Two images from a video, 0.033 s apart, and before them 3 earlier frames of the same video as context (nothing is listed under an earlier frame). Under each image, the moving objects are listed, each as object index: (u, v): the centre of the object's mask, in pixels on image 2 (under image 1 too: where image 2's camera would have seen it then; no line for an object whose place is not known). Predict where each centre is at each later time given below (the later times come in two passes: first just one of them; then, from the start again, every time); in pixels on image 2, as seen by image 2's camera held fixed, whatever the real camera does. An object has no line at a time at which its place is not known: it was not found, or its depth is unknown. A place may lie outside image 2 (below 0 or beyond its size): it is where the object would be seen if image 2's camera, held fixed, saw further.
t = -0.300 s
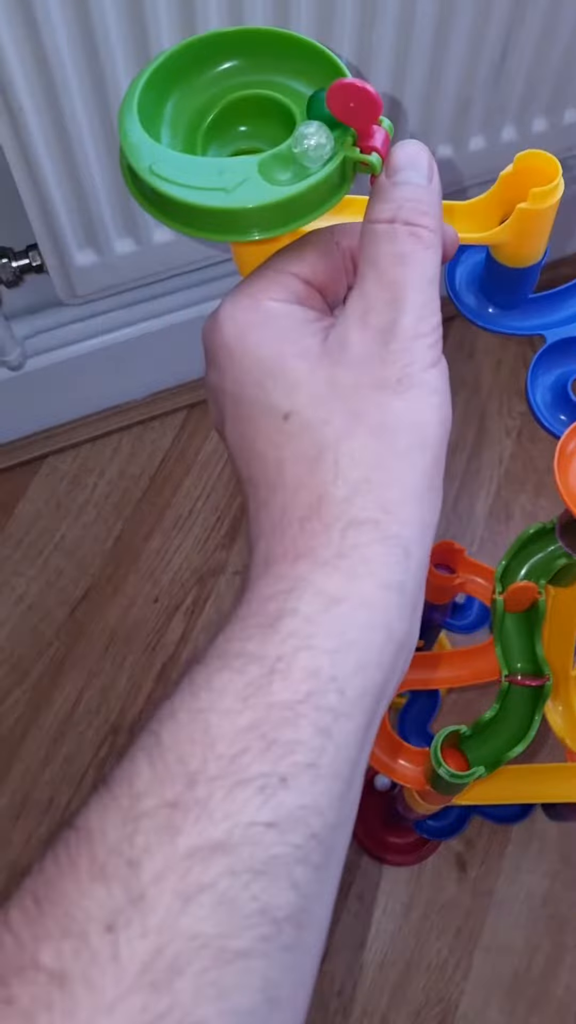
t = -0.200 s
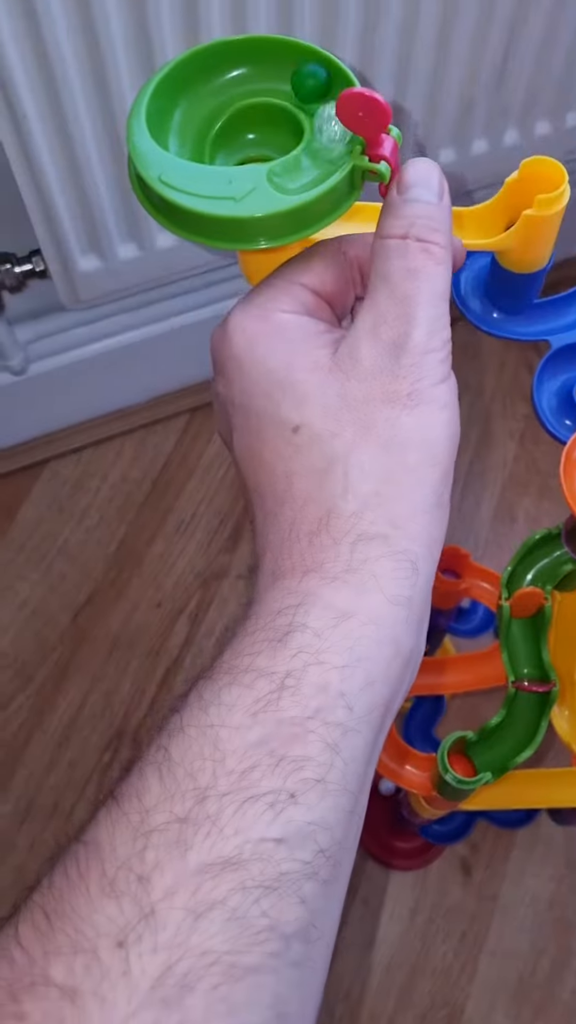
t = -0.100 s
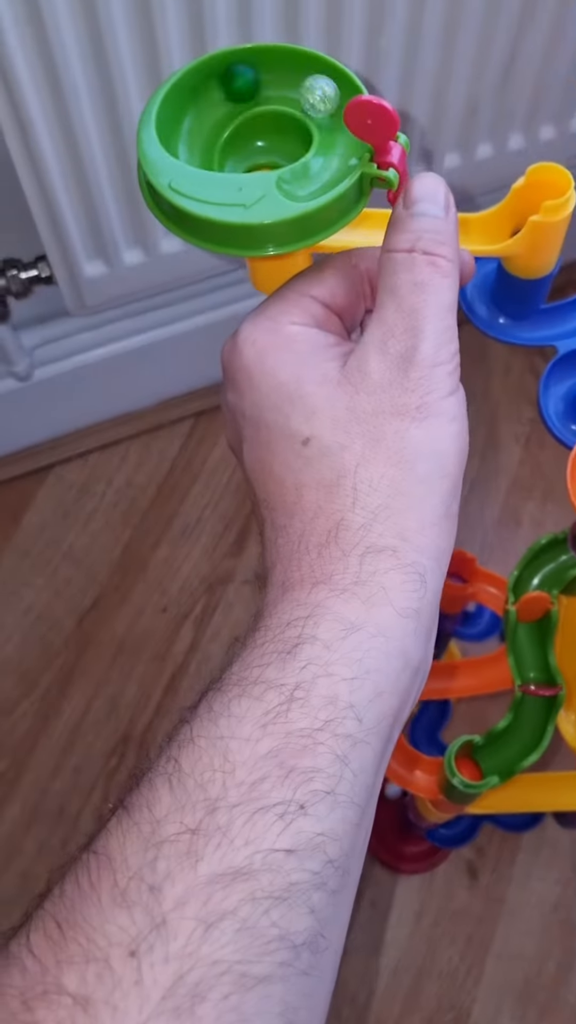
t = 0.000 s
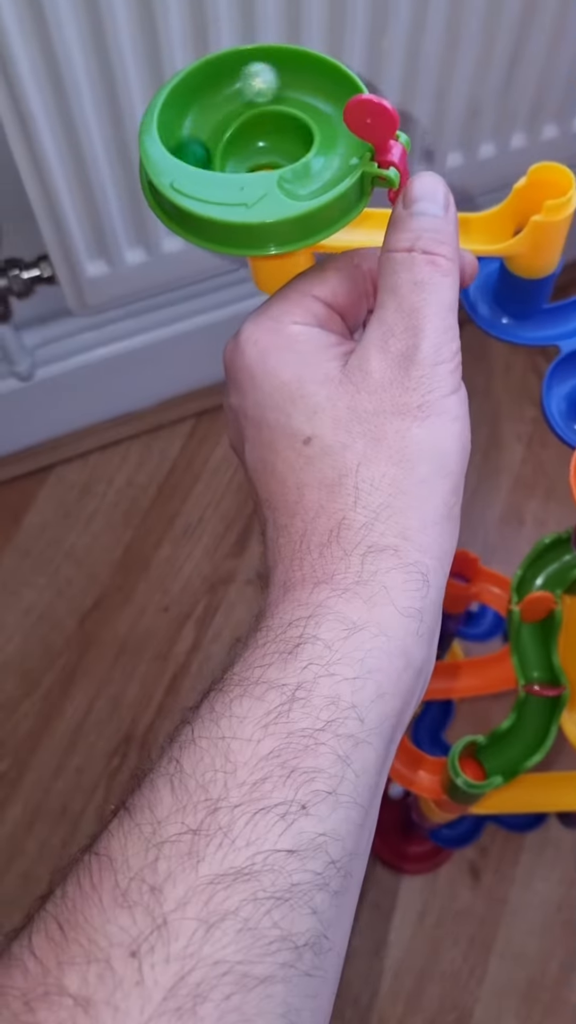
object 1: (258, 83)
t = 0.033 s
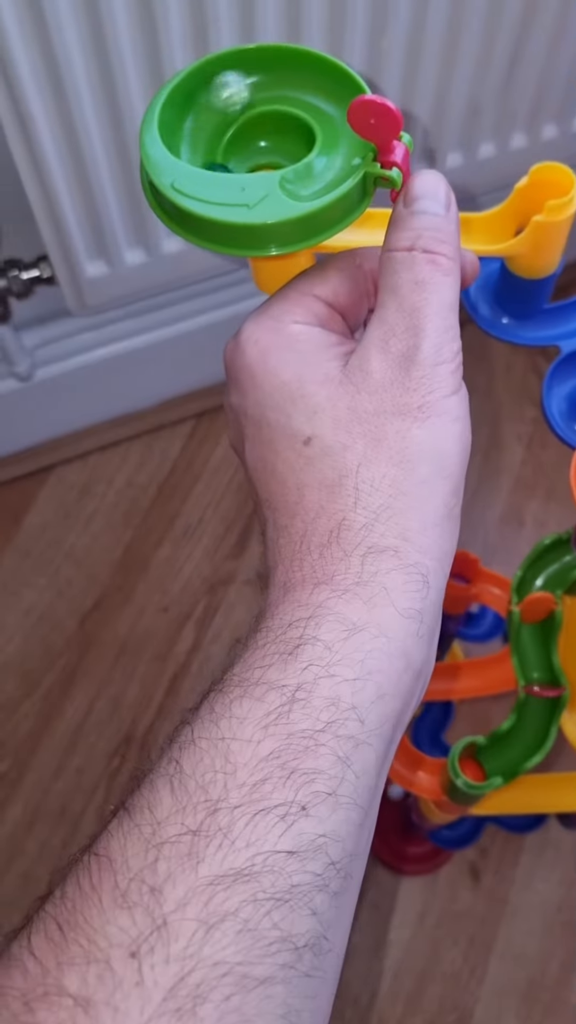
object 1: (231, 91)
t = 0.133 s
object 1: (204, 163)
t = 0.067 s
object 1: (204, 111)
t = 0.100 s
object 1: (192, 143)
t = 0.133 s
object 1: (204, 163)
